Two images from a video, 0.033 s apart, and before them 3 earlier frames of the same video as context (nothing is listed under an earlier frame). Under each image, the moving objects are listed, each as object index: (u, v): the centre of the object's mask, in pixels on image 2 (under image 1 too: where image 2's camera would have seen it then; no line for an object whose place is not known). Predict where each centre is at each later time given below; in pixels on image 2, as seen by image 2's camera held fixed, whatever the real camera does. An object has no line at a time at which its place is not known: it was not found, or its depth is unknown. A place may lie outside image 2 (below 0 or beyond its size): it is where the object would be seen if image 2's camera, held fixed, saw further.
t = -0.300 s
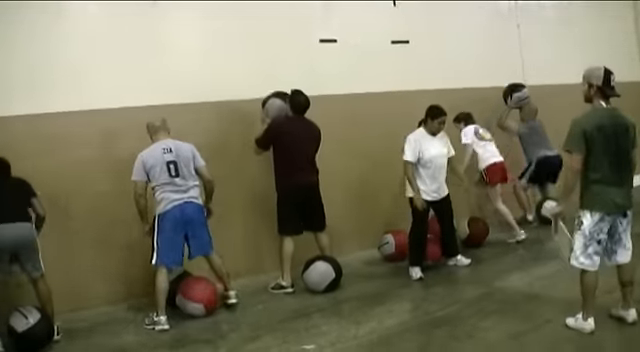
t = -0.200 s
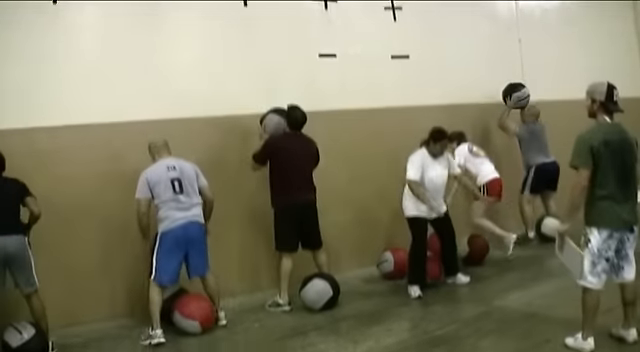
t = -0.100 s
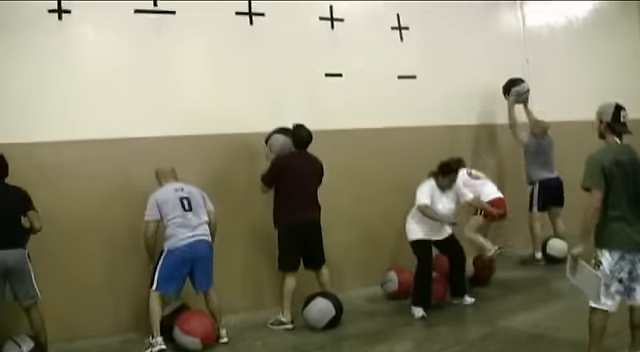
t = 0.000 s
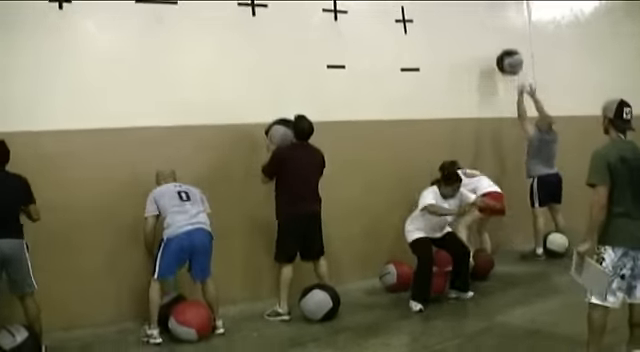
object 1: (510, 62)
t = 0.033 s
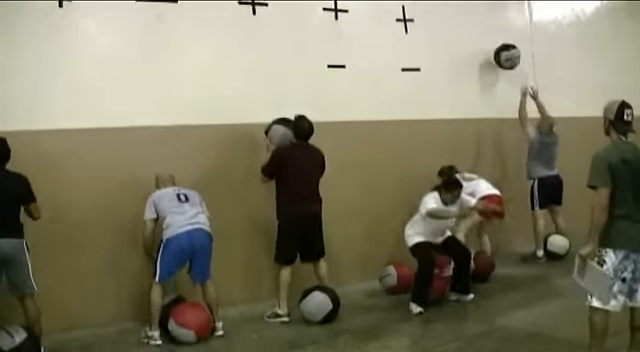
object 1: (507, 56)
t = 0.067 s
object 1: (503, 51)
